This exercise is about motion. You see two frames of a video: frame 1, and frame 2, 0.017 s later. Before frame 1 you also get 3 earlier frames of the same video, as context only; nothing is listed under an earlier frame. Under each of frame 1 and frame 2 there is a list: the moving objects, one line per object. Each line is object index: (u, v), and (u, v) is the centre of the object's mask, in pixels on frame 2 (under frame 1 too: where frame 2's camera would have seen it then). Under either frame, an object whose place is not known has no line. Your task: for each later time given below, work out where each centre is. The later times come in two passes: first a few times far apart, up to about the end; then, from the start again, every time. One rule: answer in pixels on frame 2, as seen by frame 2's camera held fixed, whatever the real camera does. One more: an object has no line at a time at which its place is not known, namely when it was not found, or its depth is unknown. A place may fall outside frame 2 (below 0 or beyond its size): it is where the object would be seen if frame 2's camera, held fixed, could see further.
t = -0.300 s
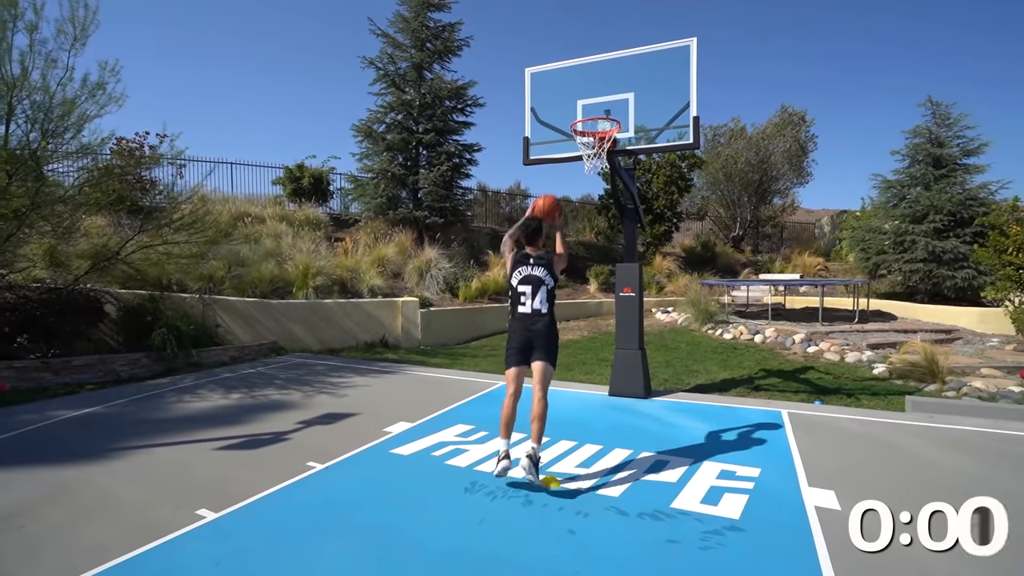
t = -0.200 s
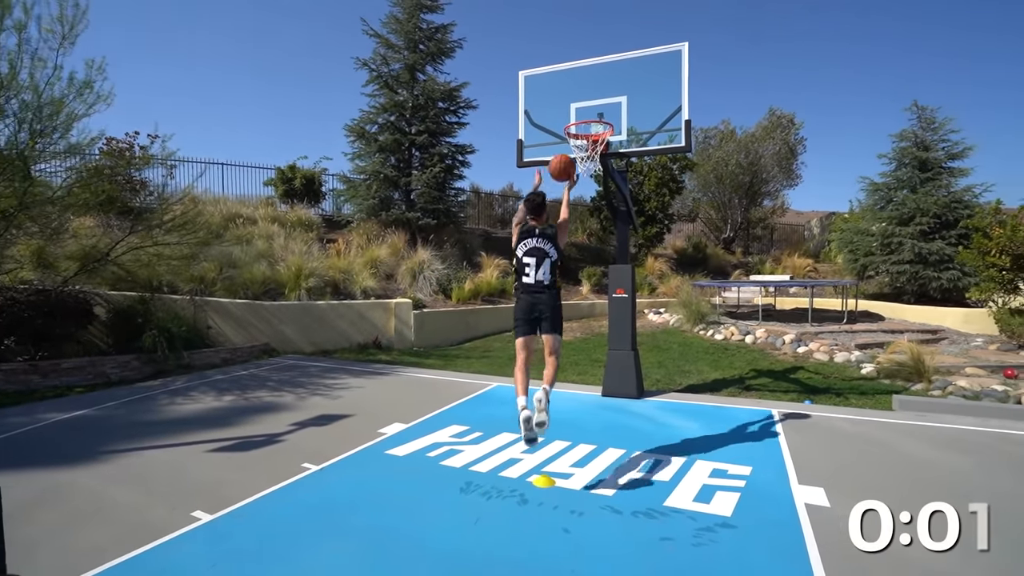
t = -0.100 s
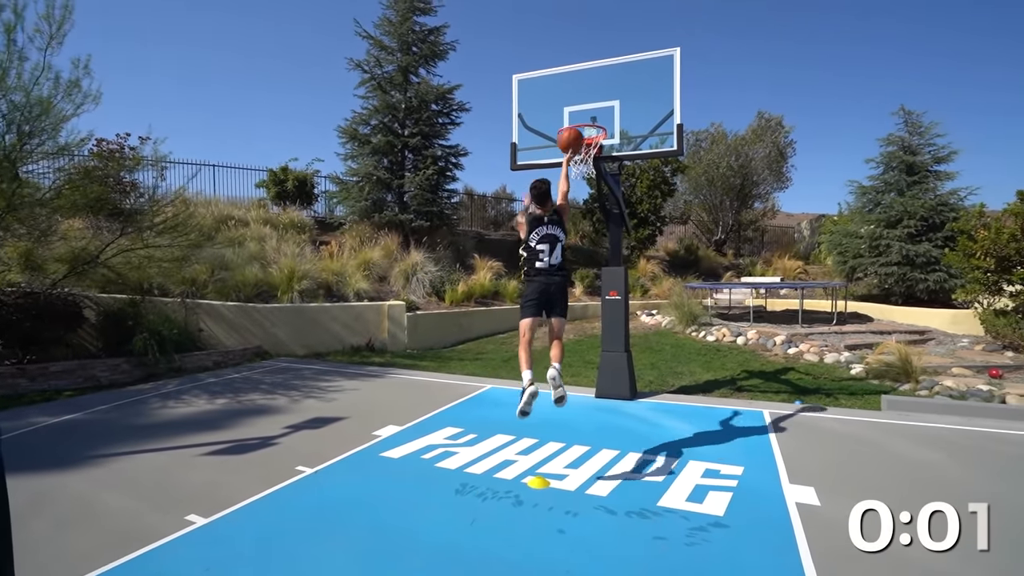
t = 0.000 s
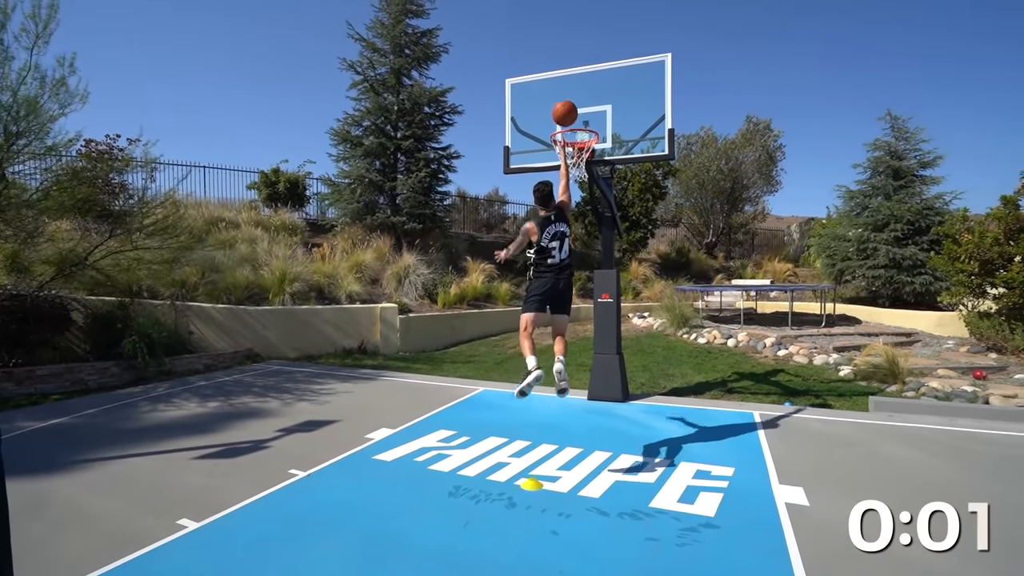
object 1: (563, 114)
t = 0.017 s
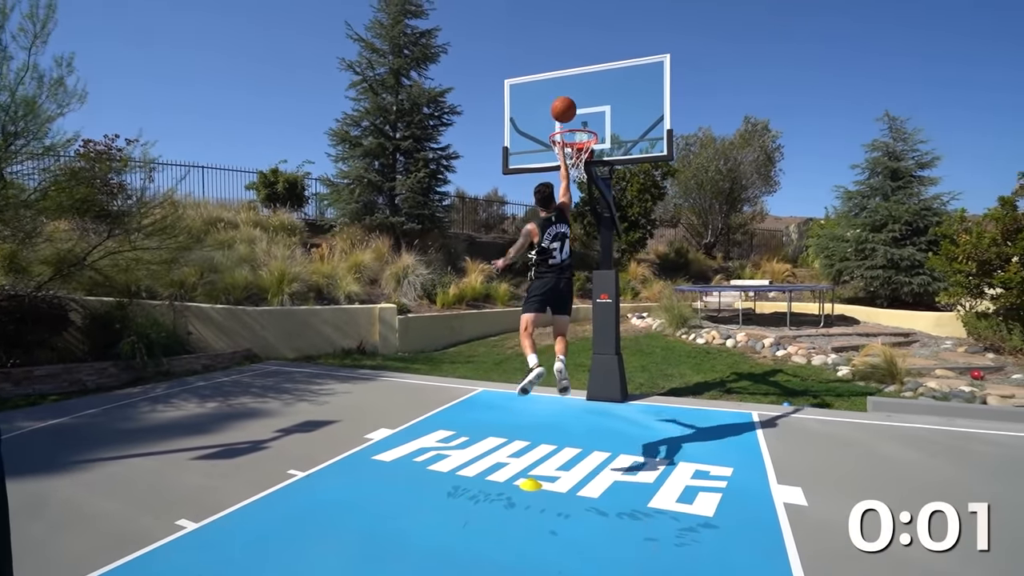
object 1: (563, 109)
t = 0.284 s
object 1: (564, 82)
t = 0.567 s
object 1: (563, 126)
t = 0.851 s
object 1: (583, 102)
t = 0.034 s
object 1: (563, 105)
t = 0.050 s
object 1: (563, 101)
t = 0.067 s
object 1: (563, 98)
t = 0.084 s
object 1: (564, 95)
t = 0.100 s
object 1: (564, 93)
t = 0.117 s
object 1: (564, 90)
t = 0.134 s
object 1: (564, 88)
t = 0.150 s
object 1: (564, 86)
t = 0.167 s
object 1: (564, 85)
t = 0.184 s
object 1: (564, 83)
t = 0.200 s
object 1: (564, 83)
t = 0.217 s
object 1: (564, 82)
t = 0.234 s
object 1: (564, 82)
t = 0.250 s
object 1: (564, 81)
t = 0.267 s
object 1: (564, 82)
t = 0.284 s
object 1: (564, 82)
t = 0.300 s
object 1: (564, 82)
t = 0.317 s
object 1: (564, 84)
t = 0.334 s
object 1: (563, 85)
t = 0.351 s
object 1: (564, 87)
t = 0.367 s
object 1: (564, 88)
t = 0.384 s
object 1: (564, 90)
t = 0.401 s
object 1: (564, 93)
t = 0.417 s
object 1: (563, 95)
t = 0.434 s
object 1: (563, 98)
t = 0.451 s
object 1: (563, 100)
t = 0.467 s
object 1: (564, 104)
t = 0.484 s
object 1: (564, 107)
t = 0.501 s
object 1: (563, 111)
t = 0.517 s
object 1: (563, 114)
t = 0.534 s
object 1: (563, 118)
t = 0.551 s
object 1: (563, 122)
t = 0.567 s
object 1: (563, 126)
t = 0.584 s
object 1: (563, 128)
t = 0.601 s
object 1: (563, 129)
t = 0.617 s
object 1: (565, 128)
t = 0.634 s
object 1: (566, 126)
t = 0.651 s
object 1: (568, 124)
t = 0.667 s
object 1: (569, 121)
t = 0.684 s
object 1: (570, 118)
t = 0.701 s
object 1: (571, 115)
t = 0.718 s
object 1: (573, 112)
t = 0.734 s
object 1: (574, 111)
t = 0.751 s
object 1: (575, 108)
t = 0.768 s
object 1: (576, 107)
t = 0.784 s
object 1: (578, 105)
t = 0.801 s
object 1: (579, 104)
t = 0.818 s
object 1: (580, 103)
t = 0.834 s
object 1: (582, 103)
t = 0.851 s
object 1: (583, 102)
